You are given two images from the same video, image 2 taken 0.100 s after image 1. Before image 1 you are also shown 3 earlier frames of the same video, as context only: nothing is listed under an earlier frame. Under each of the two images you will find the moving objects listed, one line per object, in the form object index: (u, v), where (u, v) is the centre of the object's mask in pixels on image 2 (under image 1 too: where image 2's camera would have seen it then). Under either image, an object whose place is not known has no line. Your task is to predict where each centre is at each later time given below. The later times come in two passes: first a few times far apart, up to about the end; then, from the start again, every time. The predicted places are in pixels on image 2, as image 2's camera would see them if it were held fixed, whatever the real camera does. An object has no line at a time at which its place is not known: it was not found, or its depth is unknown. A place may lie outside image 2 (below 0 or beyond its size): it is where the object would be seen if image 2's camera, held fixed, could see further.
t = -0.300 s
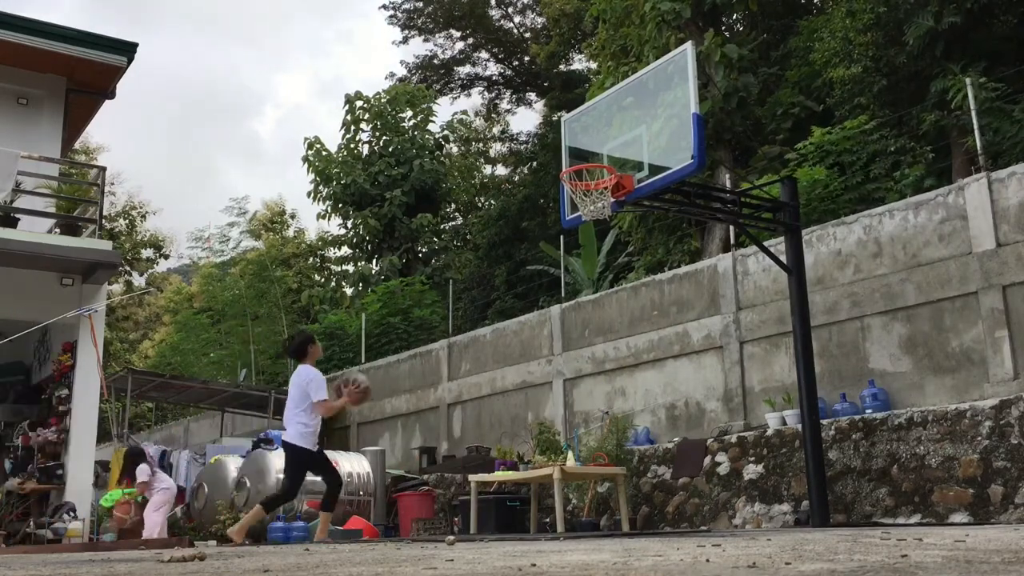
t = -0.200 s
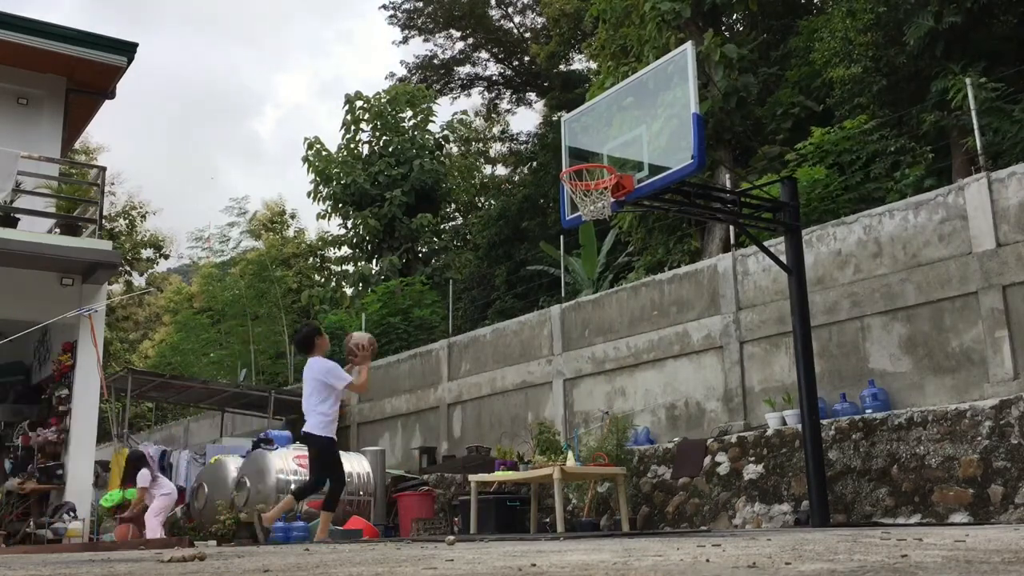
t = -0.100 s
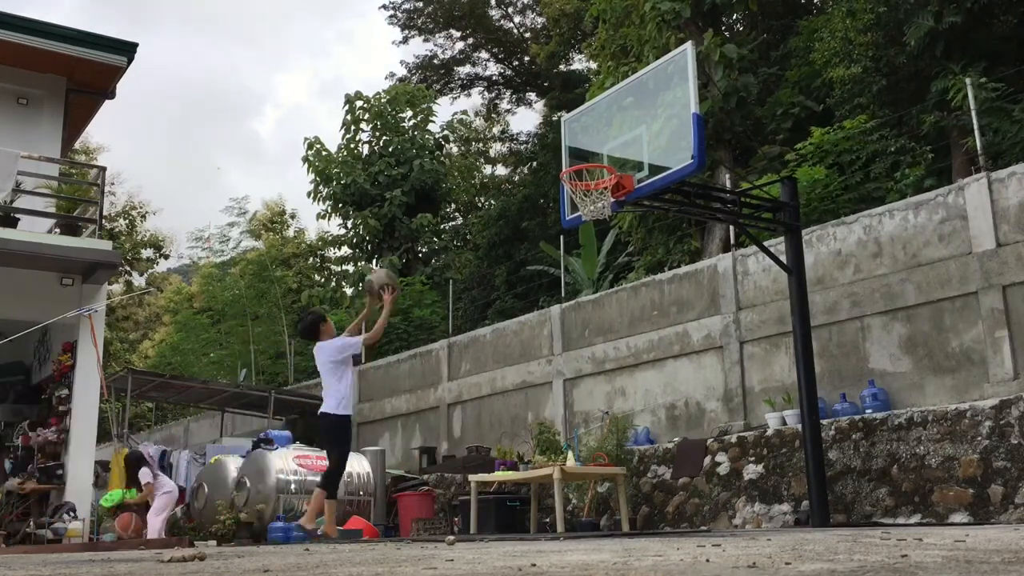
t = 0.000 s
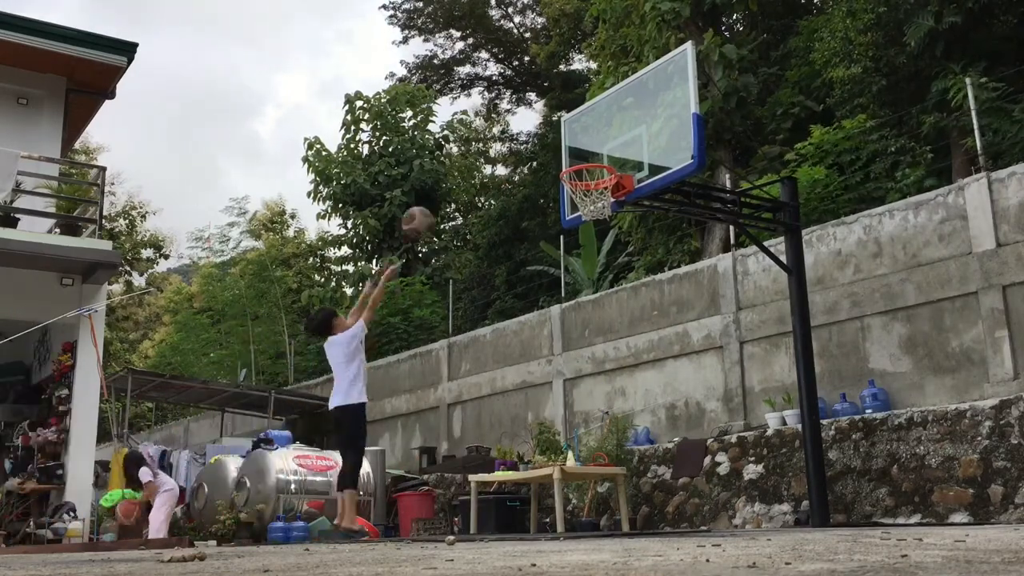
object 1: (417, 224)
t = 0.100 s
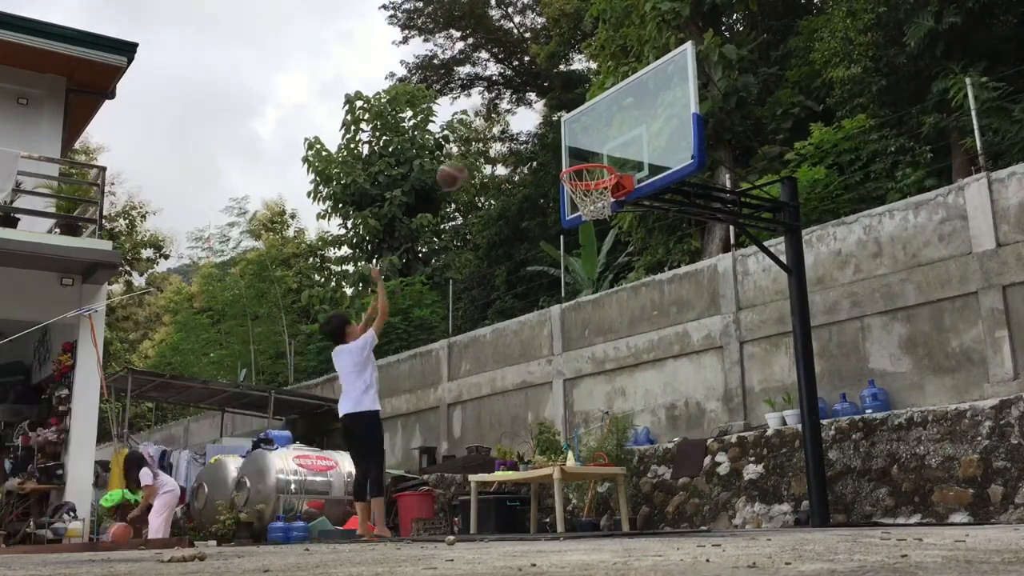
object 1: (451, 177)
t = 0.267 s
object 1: (506, 130)
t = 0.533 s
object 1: (583, 126)
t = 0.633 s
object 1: (611, 143)
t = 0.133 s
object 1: (461, 165)
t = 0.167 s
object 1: (473, 154)
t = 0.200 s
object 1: (485, 145)
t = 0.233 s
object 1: (495, 136)
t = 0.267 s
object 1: (506, 130)
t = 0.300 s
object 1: (515, 125)
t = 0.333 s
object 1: (526, 121)
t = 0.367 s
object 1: (535, 118)
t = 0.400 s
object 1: (545, 117)
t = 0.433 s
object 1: (555, 117)
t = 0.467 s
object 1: (564, 118)
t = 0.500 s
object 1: (574, 122)
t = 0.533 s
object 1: (583, 126)
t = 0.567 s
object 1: (593, 130)
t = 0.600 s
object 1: (602, 137)
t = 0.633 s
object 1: (611, 143)
